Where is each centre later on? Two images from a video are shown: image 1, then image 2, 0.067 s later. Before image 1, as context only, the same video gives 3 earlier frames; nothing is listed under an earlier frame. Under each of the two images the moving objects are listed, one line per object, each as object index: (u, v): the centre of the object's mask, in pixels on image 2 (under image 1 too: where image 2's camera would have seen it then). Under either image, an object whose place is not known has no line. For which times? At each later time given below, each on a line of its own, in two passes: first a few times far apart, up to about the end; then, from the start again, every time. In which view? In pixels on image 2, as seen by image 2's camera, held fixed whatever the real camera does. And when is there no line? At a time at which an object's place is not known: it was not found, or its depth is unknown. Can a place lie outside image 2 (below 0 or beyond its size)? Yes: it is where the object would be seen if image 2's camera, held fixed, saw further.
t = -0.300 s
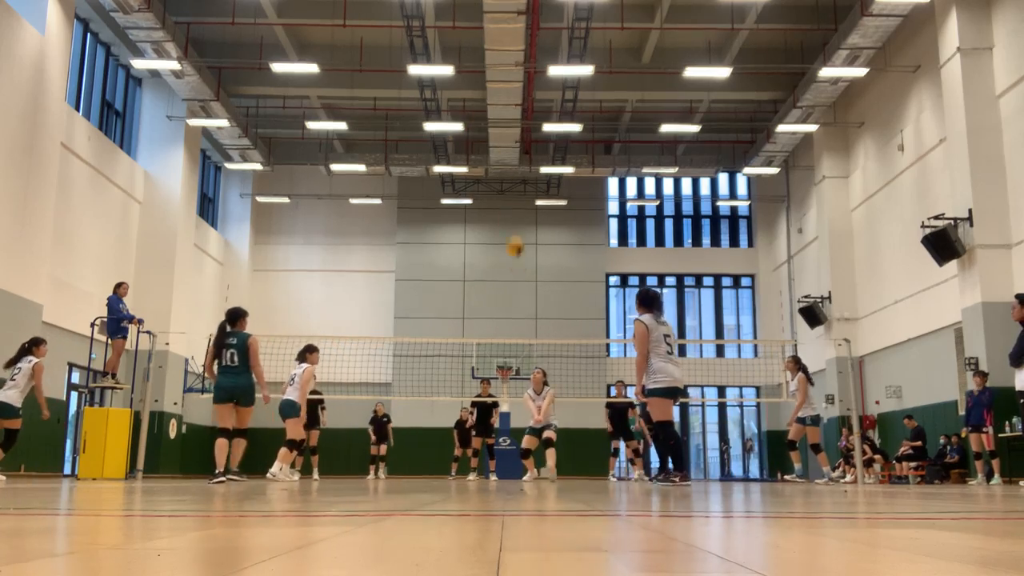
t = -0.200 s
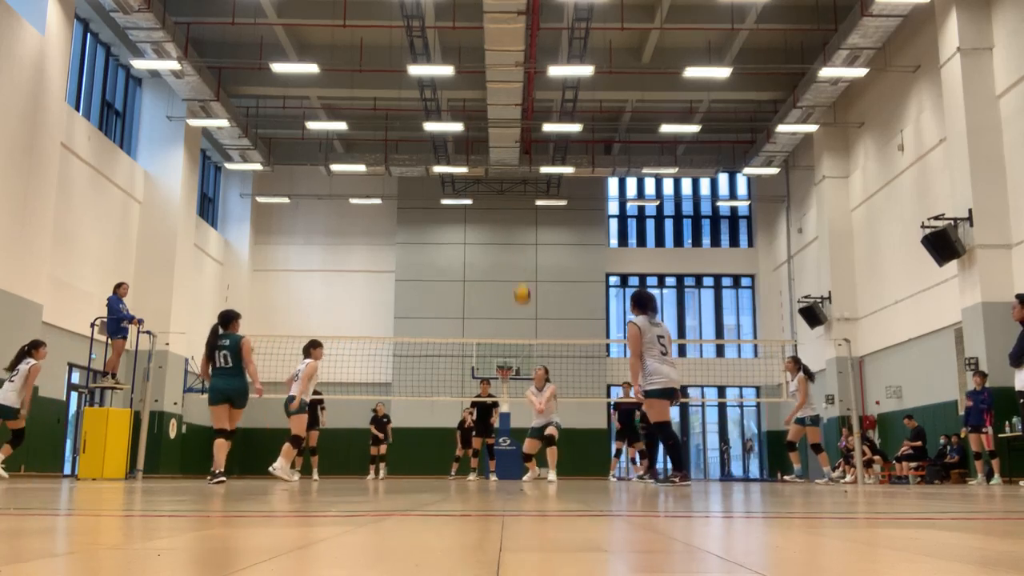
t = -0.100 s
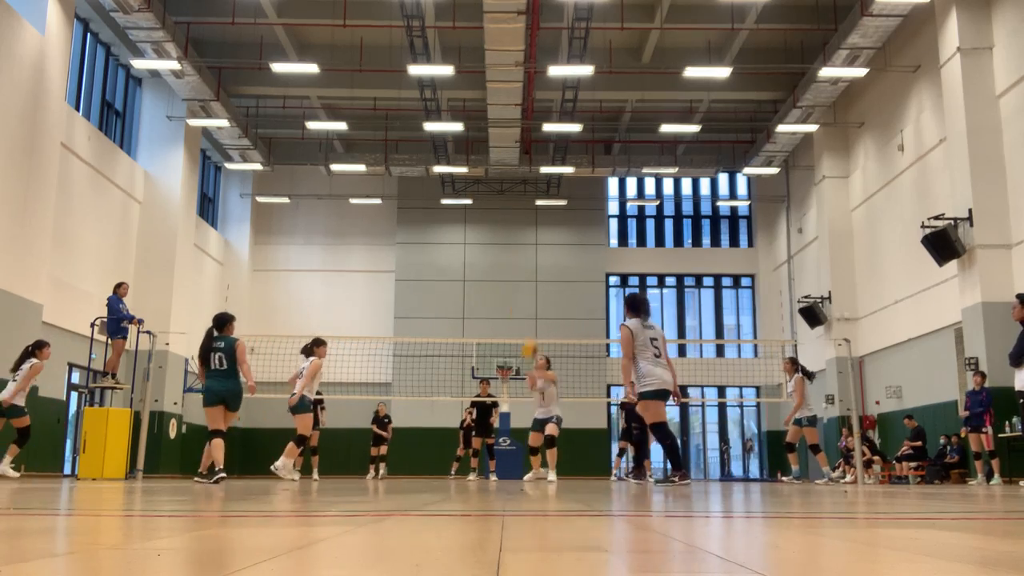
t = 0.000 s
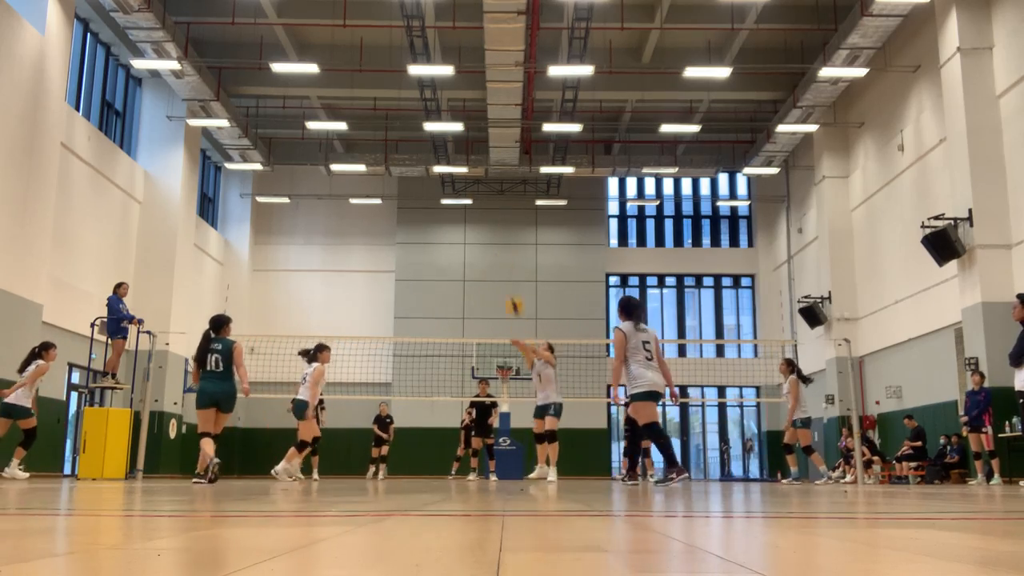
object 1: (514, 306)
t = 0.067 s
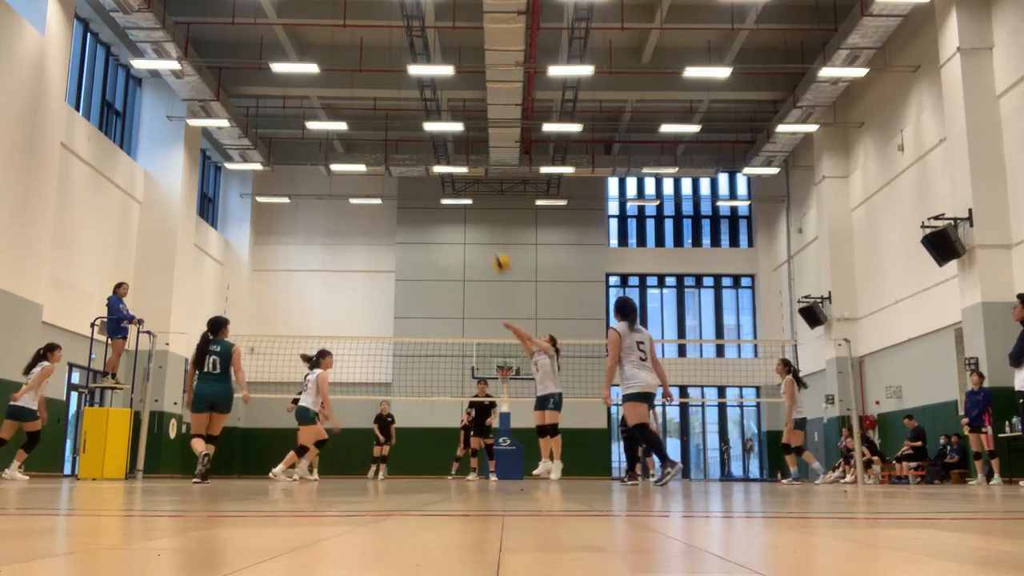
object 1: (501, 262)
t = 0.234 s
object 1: (471, 182)
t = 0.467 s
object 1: (432, 114)
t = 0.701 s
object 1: (397, 91)
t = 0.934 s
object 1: (364, 108)
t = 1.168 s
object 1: (331, 158)
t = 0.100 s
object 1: (494, 243)
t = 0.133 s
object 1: (489, 226)
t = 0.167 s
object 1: (482, 209)
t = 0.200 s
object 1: (477, 194)
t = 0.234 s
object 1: (471, 182)
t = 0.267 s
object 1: (465, 169)
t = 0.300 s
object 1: (459, 157)
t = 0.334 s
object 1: (454, 147)
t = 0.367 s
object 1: (448, 139)
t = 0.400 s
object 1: (442, 130)
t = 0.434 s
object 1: (437, 120)
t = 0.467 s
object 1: (432, 114)
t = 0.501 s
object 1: (427, 109)
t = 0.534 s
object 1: (422, 104)
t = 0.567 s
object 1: (417, 100)
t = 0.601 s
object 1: (413, 97)
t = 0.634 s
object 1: (408, 94)
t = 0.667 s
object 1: (402, 93)
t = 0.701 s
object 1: (397, 91)
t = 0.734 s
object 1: (392, 92)
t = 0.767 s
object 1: (388, 92)
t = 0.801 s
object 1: (383, 94)
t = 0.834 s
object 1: (378, 97)
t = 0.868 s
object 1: (373, 100)
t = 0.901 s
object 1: (368, 103)
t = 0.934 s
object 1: (364, 108)
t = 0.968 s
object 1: (359, 113)
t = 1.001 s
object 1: (354, 119)
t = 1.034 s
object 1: (351, 124)
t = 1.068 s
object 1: (346, 134)
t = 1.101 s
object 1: (340, 141)
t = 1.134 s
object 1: (336, 150)
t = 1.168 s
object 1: (331, 158)
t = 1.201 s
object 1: (327, 169)
